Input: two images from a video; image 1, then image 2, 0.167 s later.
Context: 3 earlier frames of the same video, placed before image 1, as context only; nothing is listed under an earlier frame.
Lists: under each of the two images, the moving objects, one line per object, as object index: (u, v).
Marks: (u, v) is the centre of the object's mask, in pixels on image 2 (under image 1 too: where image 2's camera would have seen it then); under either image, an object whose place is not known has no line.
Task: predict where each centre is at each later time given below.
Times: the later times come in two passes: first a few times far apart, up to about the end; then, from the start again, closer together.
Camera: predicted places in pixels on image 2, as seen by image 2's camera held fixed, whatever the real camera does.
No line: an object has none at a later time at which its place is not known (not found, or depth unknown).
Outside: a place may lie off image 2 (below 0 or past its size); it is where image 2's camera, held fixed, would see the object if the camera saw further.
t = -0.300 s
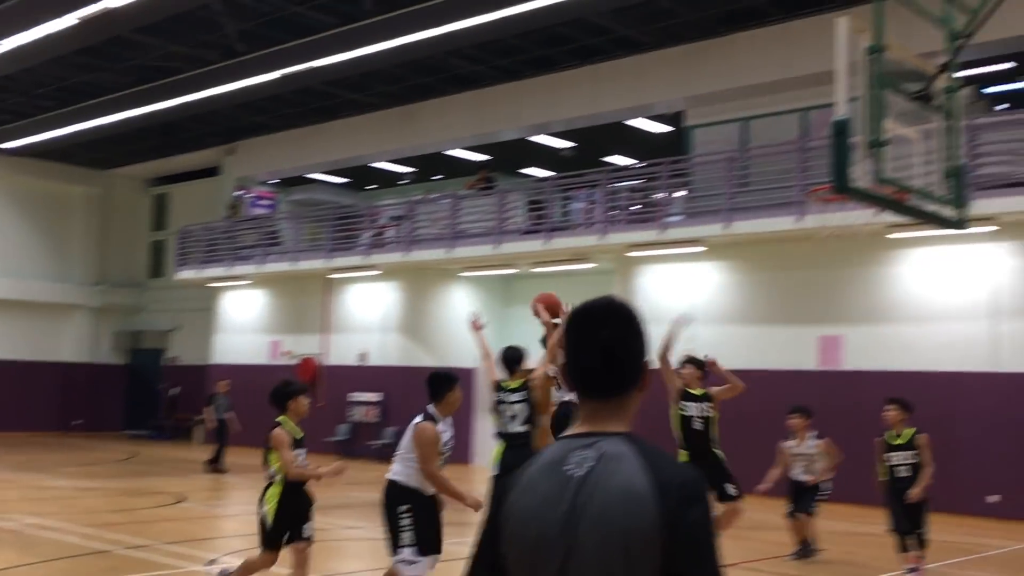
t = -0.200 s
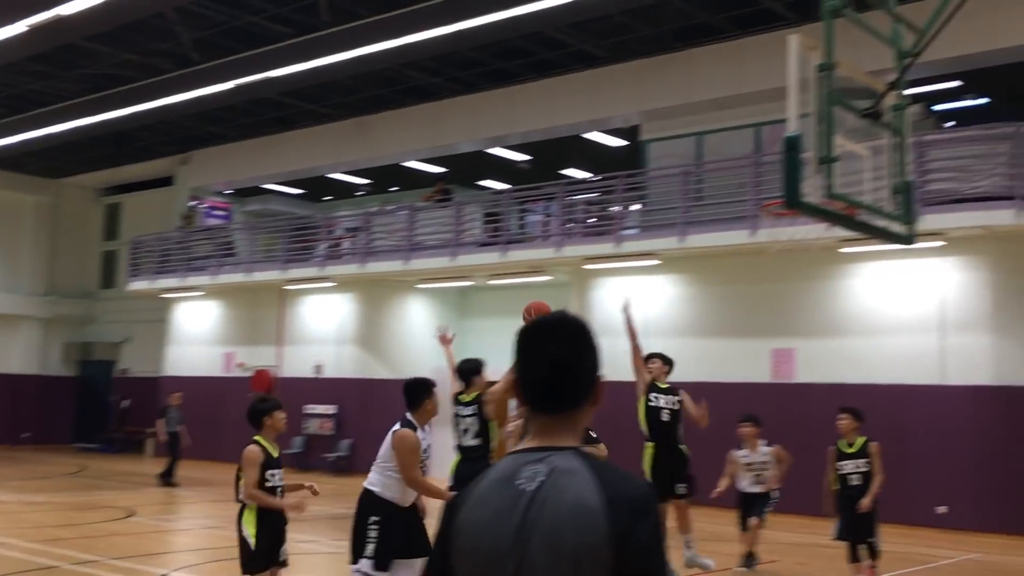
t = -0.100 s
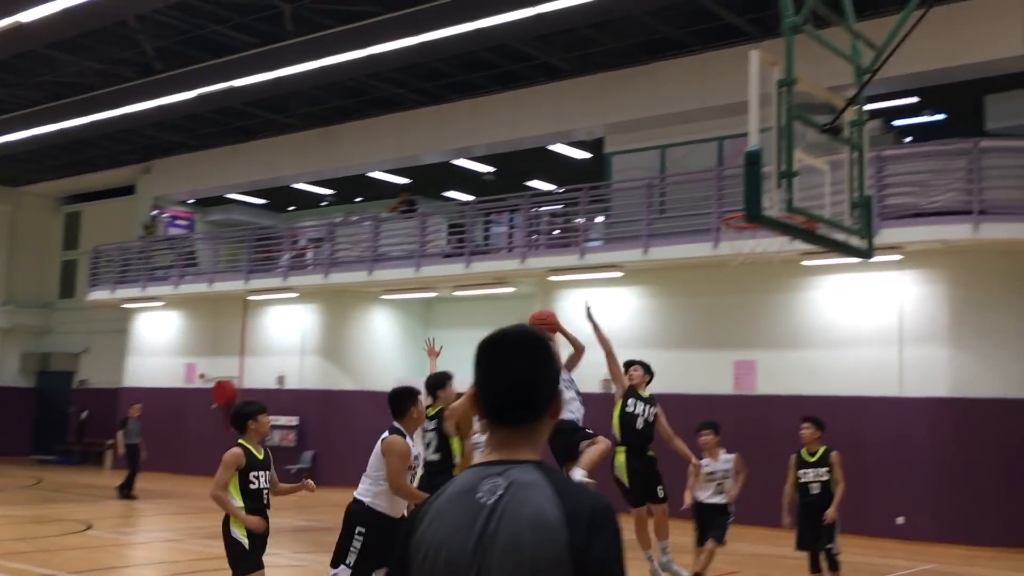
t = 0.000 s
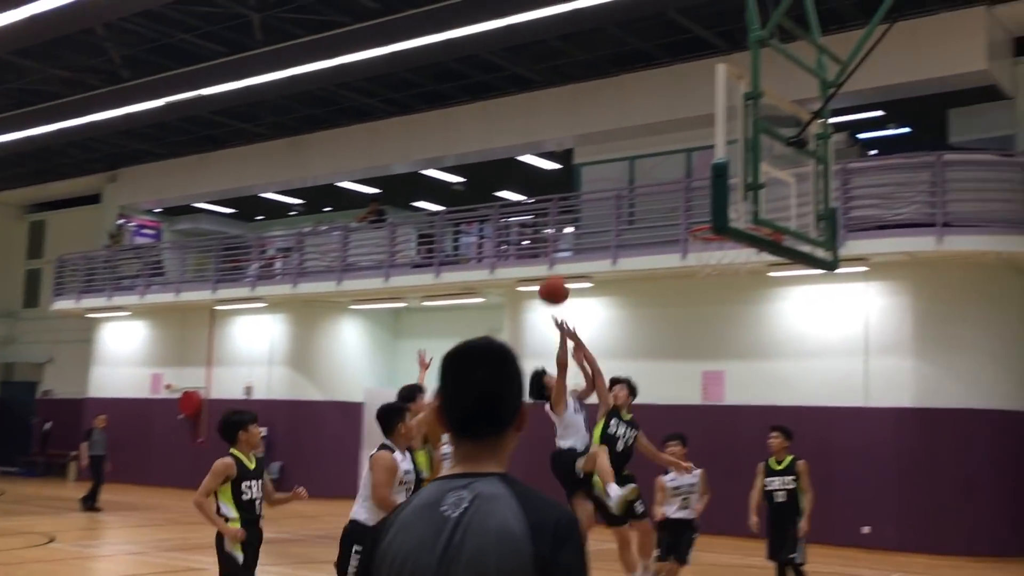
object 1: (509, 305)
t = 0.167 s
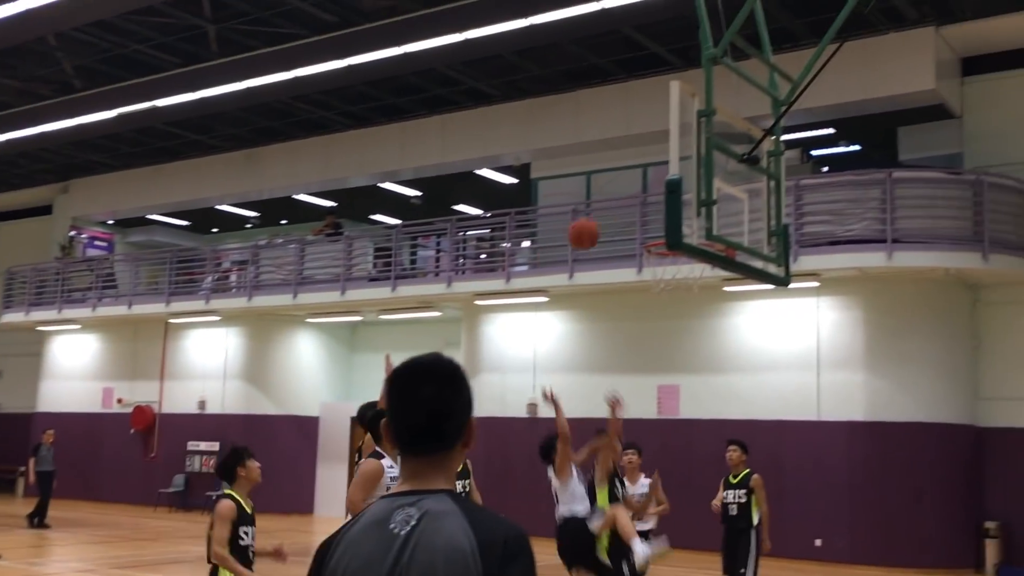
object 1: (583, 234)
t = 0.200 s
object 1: (599, 223)
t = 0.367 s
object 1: (686, 190)
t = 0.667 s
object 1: (648, 234)
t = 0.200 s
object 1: (599, 223)
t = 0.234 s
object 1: (614, 214)
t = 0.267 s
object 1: (630, 206)
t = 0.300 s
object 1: (645, 200)
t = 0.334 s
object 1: (655, 195)
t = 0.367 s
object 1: (686, 190)
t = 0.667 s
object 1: (648, 234)
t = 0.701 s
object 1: (639, 249)
